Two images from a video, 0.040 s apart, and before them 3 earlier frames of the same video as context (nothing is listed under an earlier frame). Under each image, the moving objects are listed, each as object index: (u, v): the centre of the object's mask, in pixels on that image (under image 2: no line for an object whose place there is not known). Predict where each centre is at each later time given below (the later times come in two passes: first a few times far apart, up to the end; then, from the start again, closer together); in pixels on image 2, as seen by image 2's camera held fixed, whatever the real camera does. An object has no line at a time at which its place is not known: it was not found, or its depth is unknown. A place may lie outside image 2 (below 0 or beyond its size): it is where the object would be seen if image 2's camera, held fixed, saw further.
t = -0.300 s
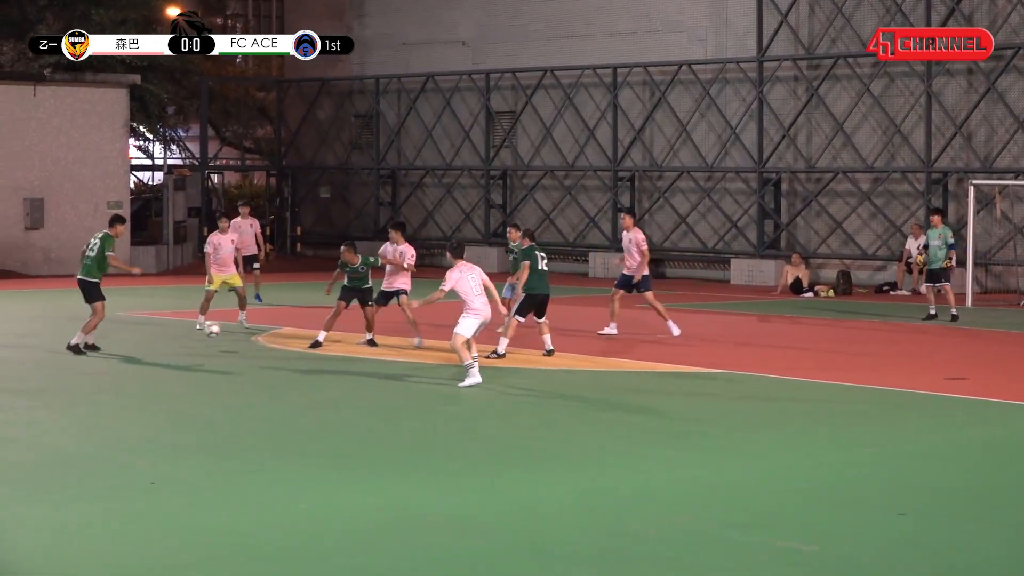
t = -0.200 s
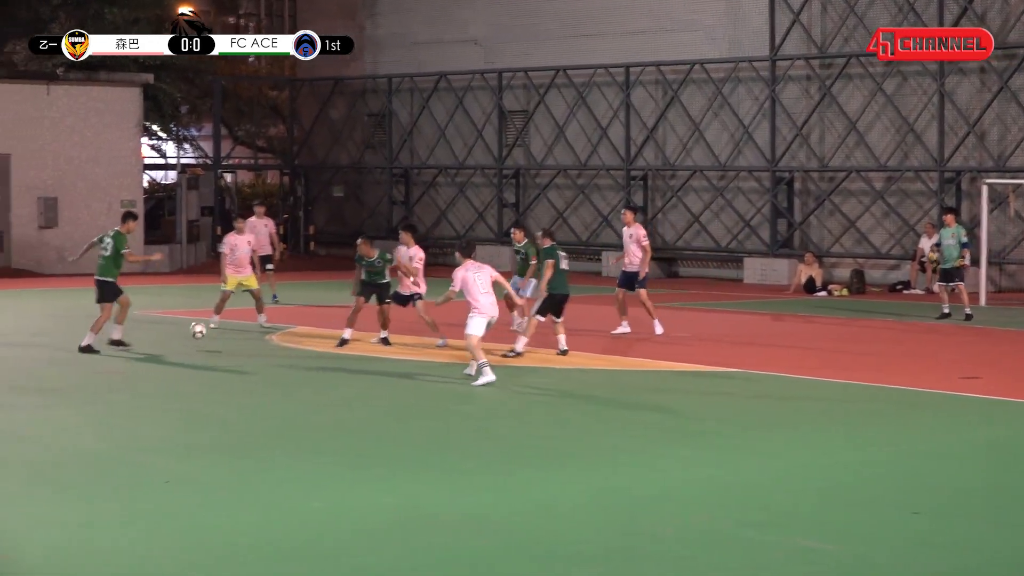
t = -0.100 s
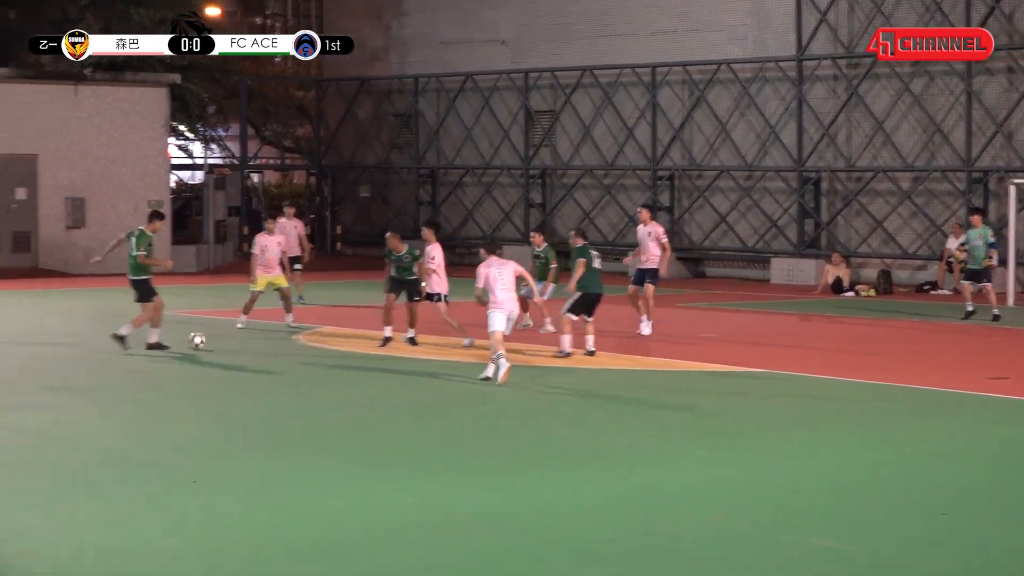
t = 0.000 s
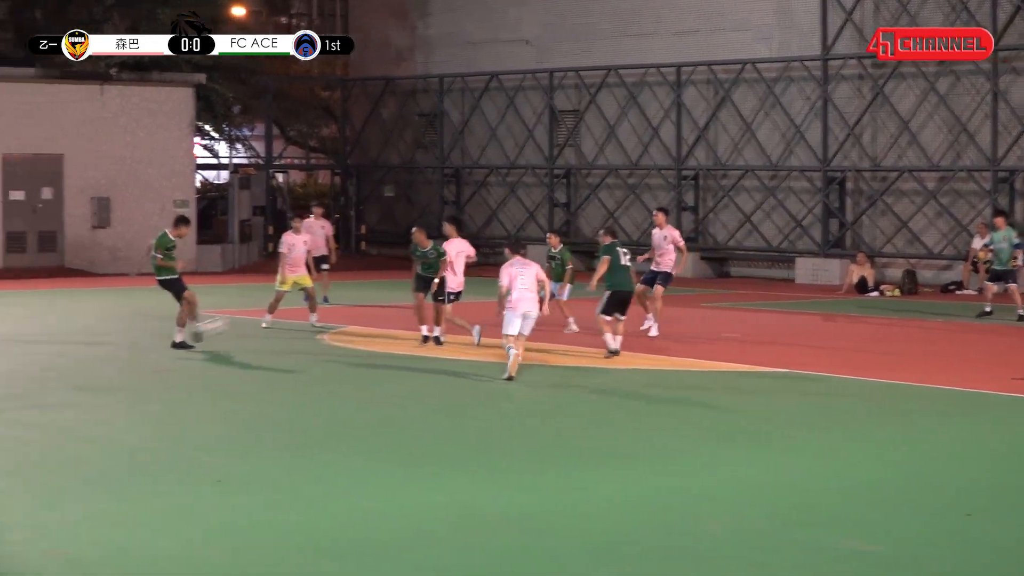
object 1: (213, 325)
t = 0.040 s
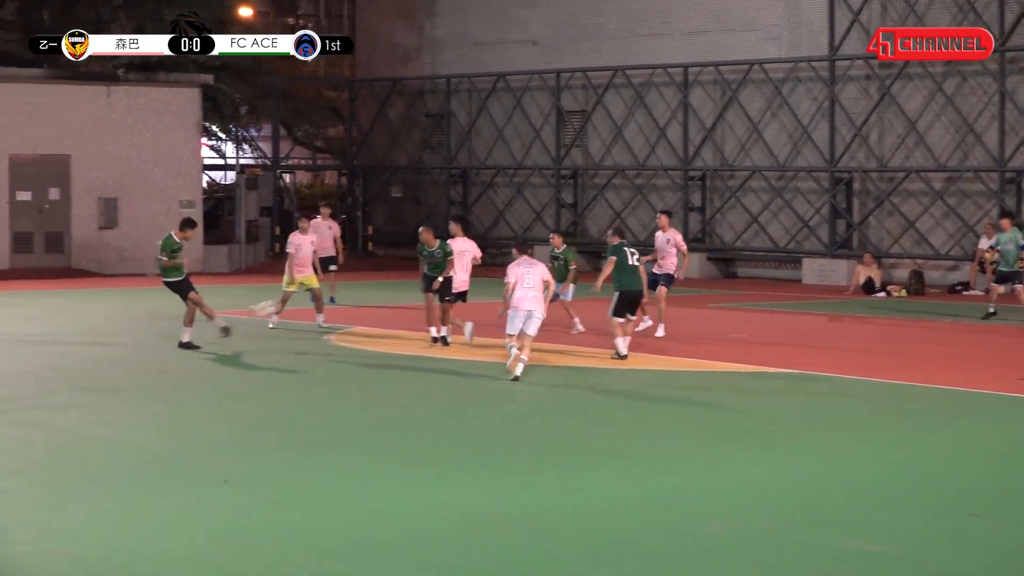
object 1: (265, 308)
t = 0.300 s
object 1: (555, 218)
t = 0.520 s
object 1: (768, 179)
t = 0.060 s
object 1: (290, 300)
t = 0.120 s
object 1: (361, 276)
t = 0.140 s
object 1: (384, 269)
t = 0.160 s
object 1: (404, 262)
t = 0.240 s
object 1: (494, 235)
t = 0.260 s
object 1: (512, 228)
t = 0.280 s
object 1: (536, 223)
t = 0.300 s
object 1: (555, 218)
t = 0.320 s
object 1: (575, 213)
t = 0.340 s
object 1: (596, 208)
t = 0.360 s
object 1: (616, 204)
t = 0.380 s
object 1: (636, 200)
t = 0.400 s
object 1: (656, 196)
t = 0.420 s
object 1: (676, 192)
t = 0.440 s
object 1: (694, 189)
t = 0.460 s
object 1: (713, 186)
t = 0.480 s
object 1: (731, 183)
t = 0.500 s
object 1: (750, 181)
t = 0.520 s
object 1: (768, 179)
